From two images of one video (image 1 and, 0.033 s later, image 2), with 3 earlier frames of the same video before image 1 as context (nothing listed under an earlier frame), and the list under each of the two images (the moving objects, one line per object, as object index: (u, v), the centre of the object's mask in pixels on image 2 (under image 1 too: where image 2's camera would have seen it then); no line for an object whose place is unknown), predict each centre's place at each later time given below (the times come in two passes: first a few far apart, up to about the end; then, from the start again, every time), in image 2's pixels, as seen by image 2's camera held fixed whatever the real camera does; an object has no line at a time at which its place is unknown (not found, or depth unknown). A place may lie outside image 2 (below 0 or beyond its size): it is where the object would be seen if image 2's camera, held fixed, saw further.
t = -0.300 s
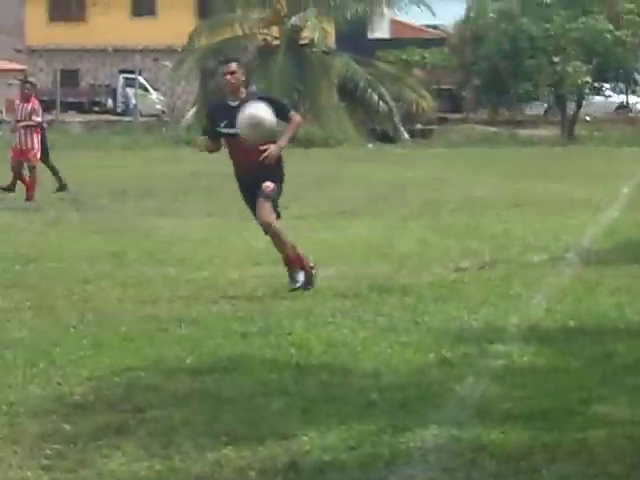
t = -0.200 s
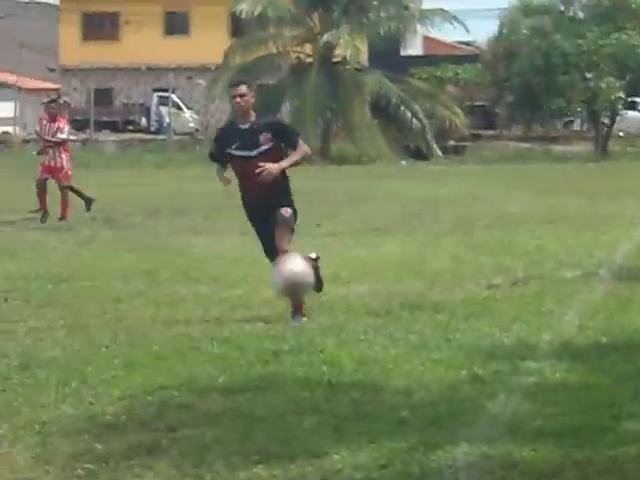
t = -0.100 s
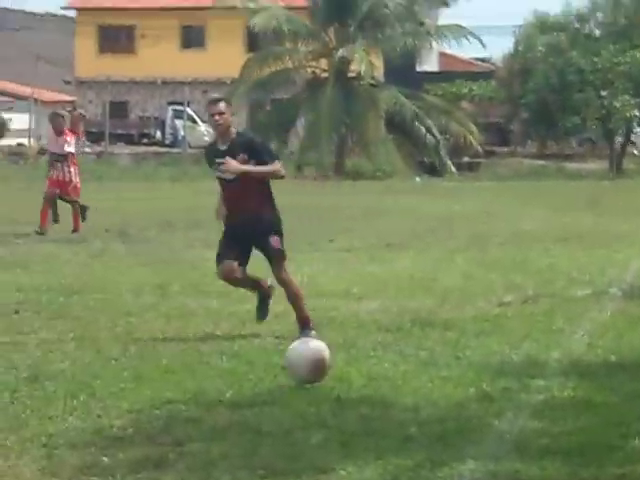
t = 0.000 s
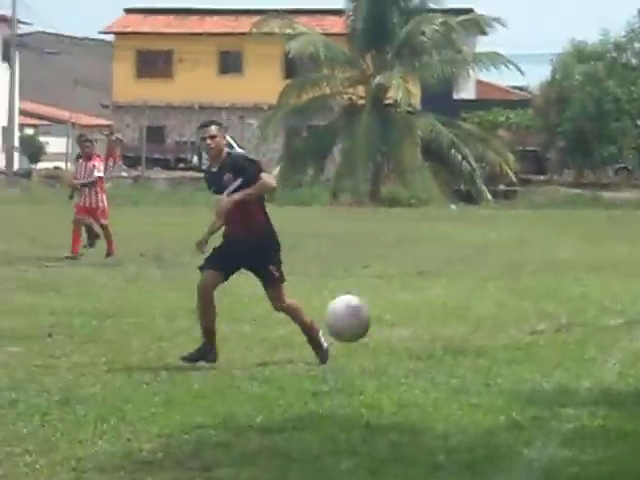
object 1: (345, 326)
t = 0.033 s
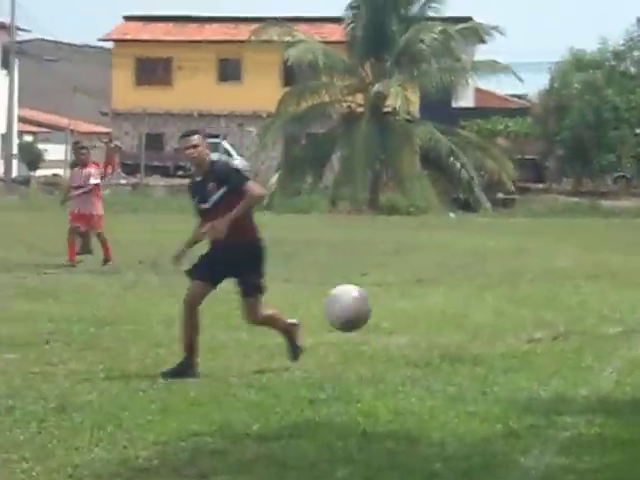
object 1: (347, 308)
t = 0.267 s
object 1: (367, 238)
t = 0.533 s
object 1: (394, 302)
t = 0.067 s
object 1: (351, 292)
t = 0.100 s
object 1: (354, 277)
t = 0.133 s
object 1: (357, 265)
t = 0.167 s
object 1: (359, 255)
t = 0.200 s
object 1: (362, 247)
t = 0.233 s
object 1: (365, 242)
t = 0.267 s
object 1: (367, 238)
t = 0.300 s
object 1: (370, 238)
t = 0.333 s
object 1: (373, 240)
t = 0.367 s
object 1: (376, 243)
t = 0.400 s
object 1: (379, 250)
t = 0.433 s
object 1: (382, 259)
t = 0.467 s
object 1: (386, 269)
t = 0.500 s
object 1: (390, 283)
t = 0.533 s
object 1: (394, 302)
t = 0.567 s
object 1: (399, 321)
